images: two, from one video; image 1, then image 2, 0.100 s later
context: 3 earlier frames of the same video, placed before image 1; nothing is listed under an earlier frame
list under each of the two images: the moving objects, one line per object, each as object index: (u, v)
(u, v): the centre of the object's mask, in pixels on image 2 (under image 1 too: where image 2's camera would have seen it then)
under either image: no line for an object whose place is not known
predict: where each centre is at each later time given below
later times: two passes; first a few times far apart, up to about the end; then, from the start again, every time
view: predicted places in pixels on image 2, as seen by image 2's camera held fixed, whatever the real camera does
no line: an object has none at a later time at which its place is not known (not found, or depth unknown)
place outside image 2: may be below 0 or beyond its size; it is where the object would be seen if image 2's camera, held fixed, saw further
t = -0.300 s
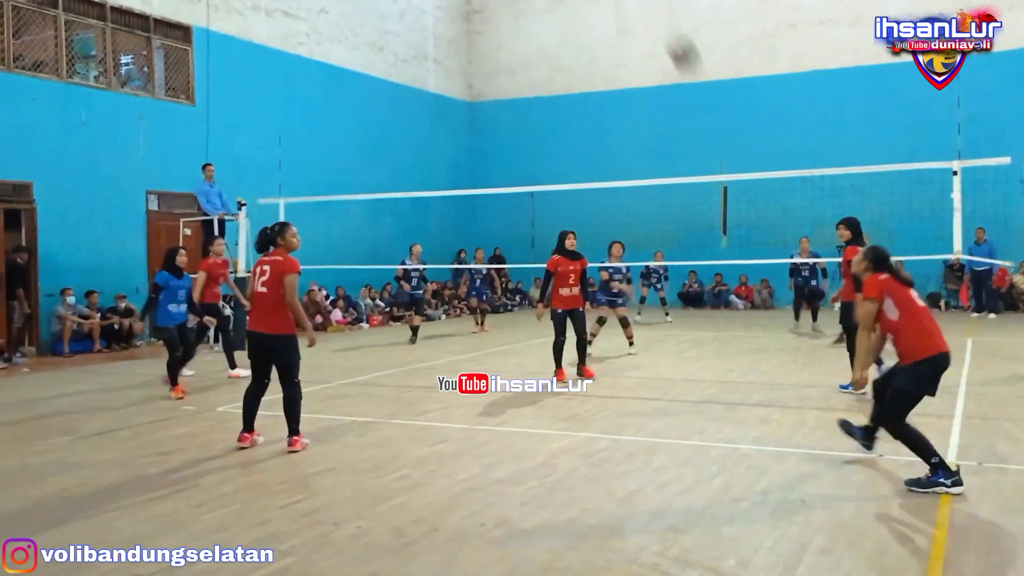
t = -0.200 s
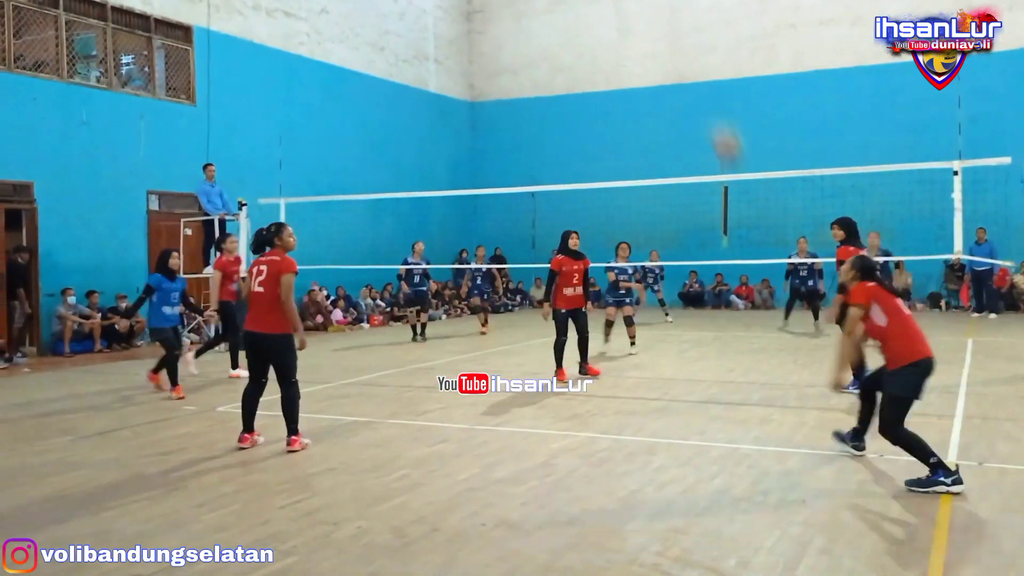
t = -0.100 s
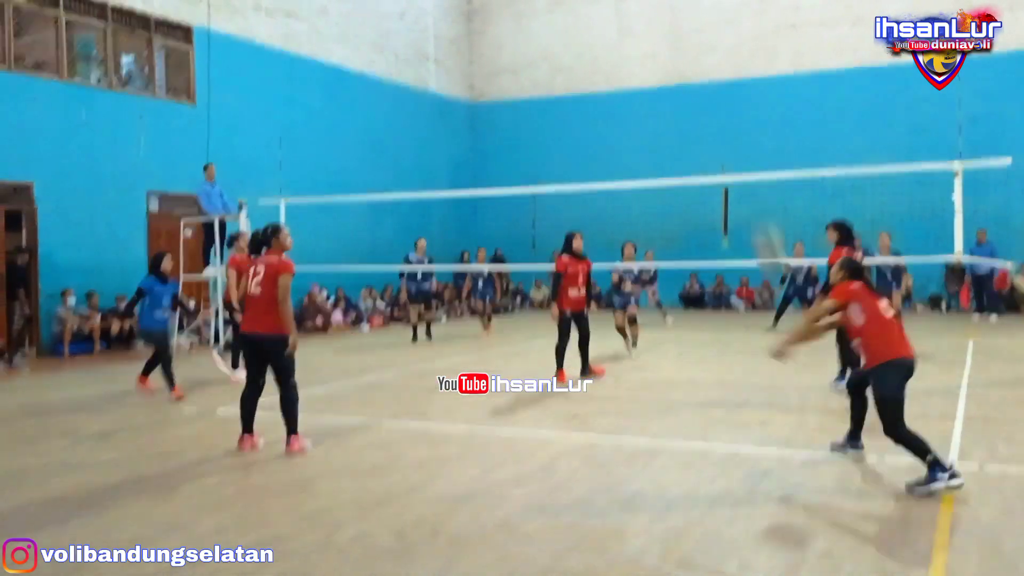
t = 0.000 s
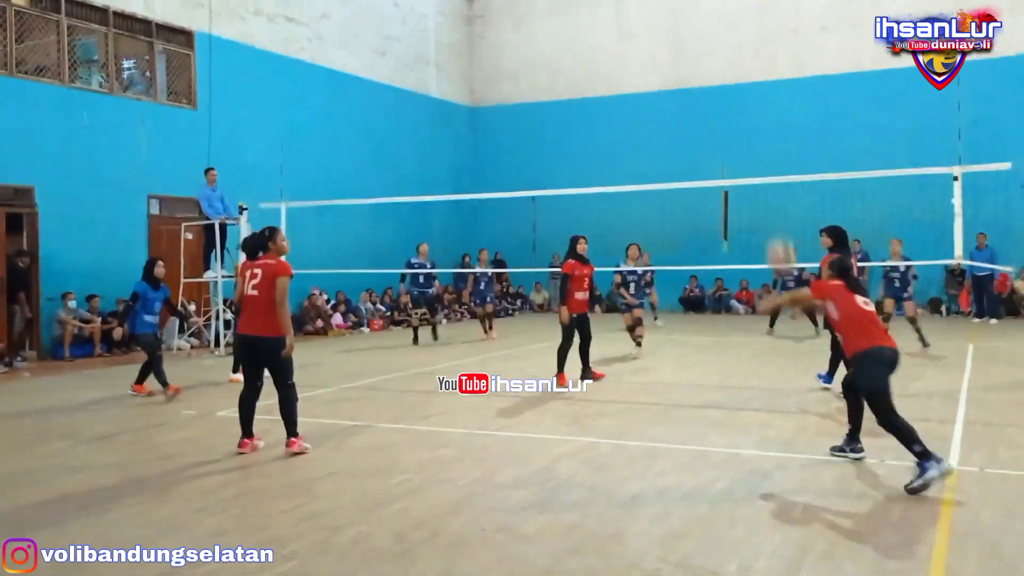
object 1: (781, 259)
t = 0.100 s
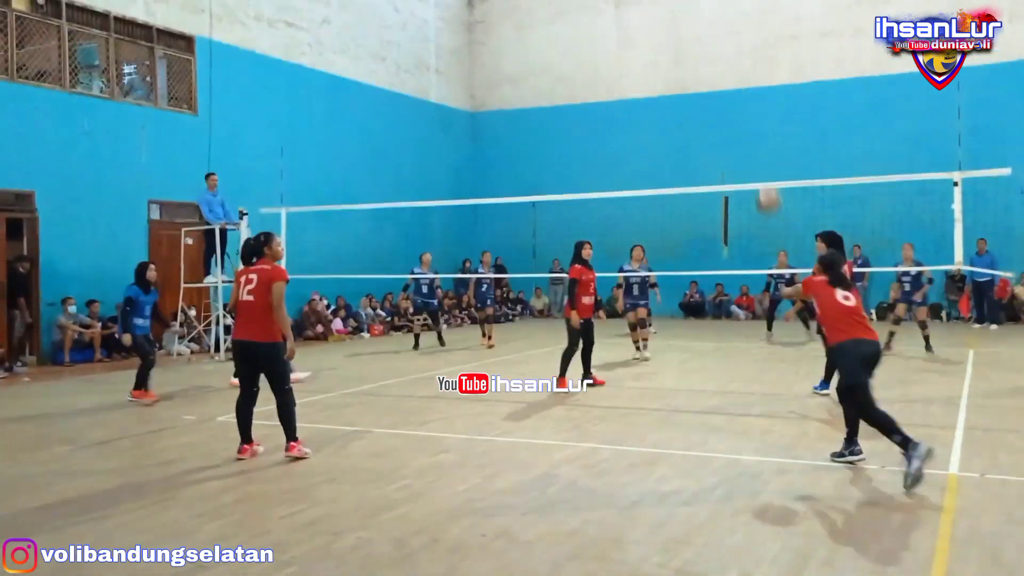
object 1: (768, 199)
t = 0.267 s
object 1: (753, 141)
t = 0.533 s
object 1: (742, 123)
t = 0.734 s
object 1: (740, 146)
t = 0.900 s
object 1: (741, 180)
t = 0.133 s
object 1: (764, 183)
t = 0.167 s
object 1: (761, 171)
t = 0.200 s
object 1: (758, 159)
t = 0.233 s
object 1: (756, 150)
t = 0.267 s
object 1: (753, 141)
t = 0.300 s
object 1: (751, 135)
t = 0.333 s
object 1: (750, 130)
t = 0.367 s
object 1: (748, 126)
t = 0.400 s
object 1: (746, 123)
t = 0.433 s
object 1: (745, 122)
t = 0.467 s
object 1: (744, 121)
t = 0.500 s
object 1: (743, 121)
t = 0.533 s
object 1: (742, 123)
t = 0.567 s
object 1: (742, 125)
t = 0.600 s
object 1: (741, 128)
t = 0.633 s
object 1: (741, 132)
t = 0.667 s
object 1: (741, 136)
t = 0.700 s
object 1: (740, 141)
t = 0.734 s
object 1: (740, 146)
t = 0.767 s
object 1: (740, 154)
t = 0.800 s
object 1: (740, 160)
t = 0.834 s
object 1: (740, 168)
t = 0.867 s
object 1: (741, 175)
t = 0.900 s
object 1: (741, 180)
